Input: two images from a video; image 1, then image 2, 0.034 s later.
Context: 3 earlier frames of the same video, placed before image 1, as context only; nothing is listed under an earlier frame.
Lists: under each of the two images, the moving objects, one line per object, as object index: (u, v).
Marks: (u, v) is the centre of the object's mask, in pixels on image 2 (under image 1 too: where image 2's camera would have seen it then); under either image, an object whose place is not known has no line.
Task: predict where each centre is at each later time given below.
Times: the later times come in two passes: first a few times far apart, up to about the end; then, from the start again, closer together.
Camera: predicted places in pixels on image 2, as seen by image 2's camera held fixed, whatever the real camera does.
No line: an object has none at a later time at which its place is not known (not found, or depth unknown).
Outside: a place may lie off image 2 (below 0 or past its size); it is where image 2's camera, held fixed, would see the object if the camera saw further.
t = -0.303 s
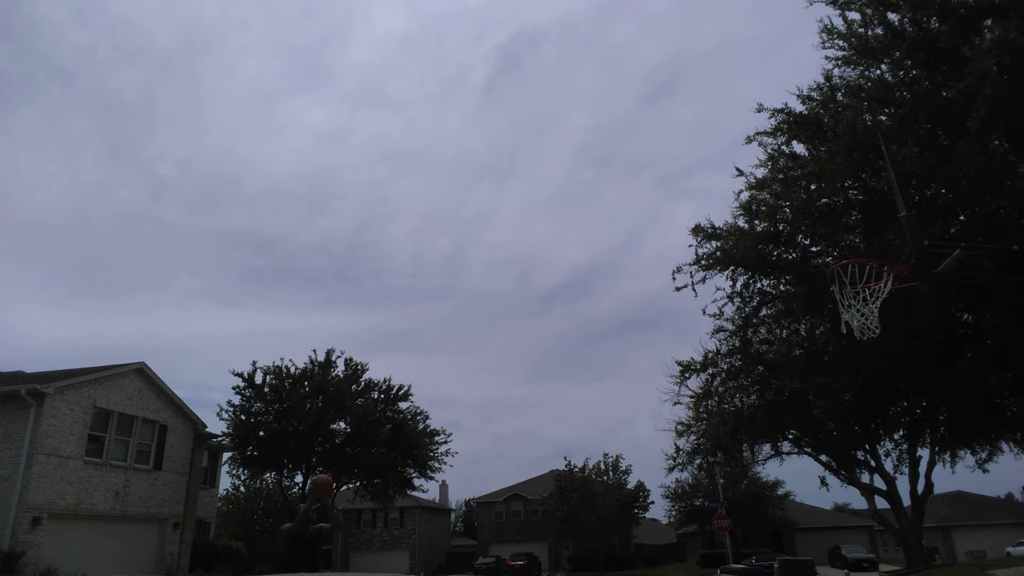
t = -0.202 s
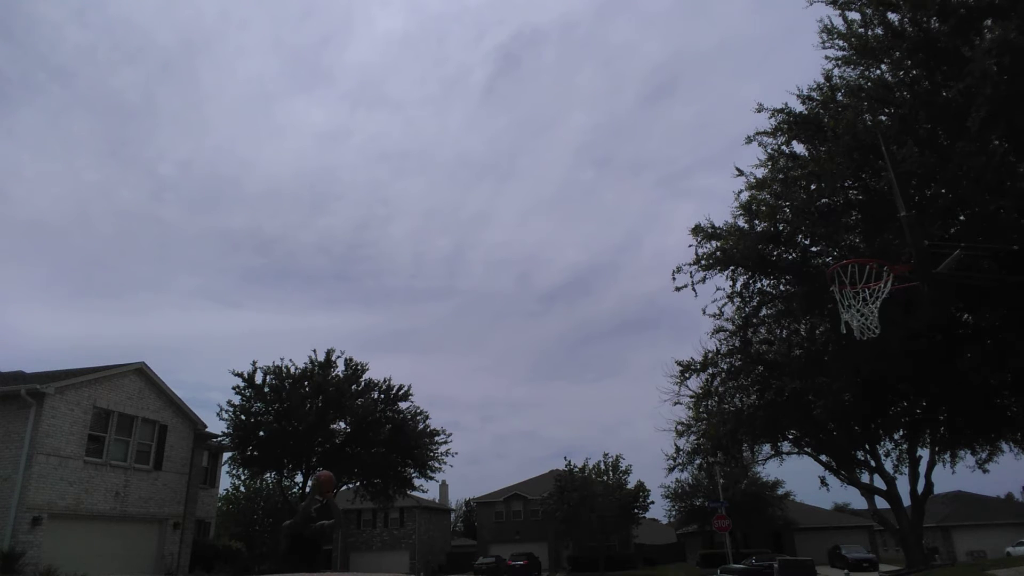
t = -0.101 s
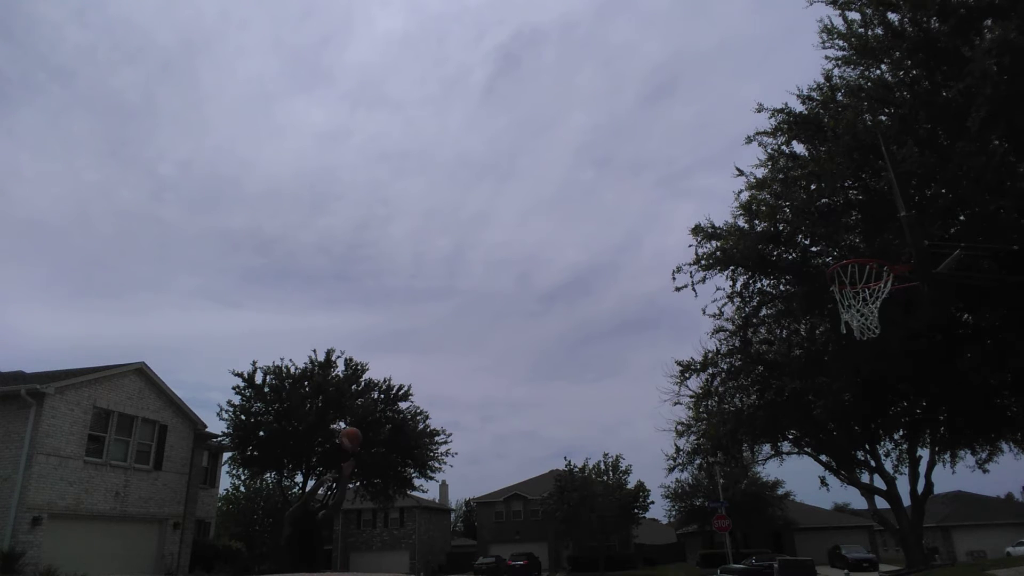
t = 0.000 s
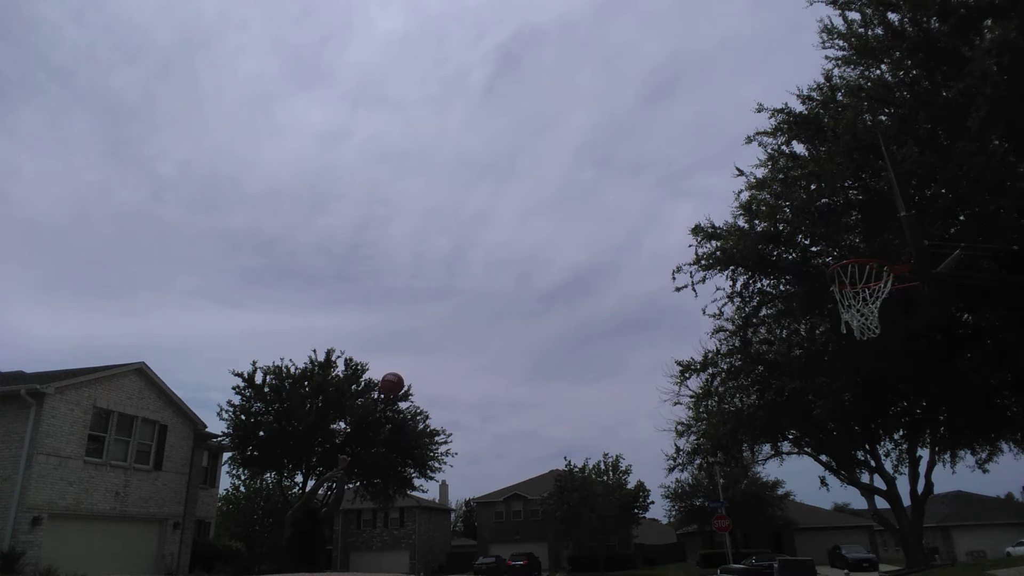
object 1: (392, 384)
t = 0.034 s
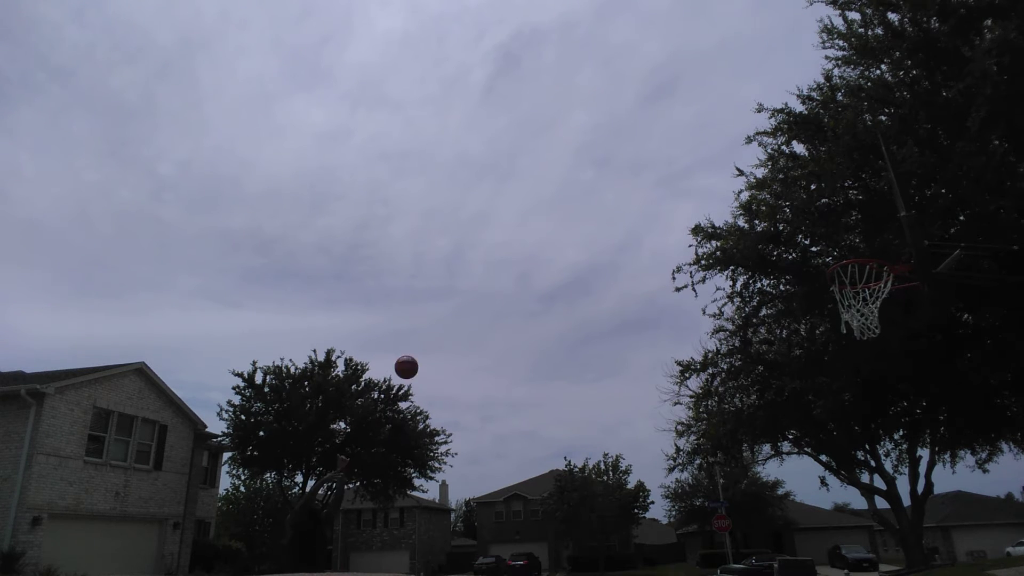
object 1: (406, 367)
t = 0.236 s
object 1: (497, 285)
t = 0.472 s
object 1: (620, 226)
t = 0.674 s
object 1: (753, 216)
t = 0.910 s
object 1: (850, 283)
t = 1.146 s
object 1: (887, 341)
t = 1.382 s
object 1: (935, 465)
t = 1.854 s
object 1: (964, 569)
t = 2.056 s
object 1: (922, 479)
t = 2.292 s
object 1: (890, 454)
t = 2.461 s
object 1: (881, 511)
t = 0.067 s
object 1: (421, 351)
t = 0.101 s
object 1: (435, 336)
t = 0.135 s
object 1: (450, 322)
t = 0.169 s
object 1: (465, 309)
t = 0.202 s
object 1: (480, 296)
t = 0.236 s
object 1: (497, 285)
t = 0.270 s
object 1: (513, 274)
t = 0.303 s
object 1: (530, 264)
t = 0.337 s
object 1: (547, 254)
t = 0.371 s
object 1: (564, 246)
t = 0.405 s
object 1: (582, 238)
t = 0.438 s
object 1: (601, 232)
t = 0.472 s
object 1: (620, 226)
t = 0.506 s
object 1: (640, 222)
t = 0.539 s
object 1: (661, 218)
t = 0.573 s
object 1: (682, 216)
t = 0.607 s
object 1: (705, 215)
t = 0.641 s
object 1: (728, 215)
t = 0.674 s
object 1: (753, 216)
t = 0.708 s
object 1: (779, 218)
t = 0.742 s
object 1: (808, 222)
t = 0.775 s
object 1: (837, 229)
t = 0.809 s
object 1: (870, 236)
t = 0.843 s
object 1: (889, 246)
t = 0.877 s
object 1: (873, 255)
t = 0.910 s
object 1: (850, 283)
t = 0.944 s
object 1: (852, 292)
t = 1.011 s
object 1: (863, 317)
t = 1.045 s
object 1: (872, 323)
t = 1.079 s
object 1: (879, 330)
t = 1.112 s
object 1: (883, 333)
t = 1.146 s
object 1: (887, 341)
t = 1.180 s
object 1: (890, 351)
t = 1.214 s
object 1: (897, 364)
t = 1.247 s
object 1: (904, 380)
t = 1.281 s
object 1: (911, 398)
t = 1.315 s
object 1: (918, 416)
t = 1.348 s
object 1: (926, 439)
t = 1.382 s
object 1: (935, 465)
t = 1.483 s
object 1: (967, 558)
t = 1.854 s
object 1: (964, 569)
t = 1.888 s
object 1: (958, 558)
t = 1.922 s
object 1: (949, 539)
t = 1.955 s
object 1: (942, 521)
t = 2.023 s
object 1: (927, 490)
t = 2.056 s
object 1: (922, 479)
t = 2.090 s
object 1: (916, 469)
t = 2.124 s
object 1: (910, 460)
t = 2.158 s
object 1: (906, 455)
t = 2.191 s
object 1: (901, 451)
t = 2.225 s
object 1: (897, 450)
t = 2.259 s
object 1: (892, 451)
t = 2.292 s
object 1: (890, 454)
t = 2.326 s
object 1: (887, 460)
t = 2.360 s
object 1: (885, 469)
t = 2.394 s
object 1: (883, 480)
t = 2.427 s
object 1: (882, 495)
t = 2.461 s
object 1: (881, 511)
